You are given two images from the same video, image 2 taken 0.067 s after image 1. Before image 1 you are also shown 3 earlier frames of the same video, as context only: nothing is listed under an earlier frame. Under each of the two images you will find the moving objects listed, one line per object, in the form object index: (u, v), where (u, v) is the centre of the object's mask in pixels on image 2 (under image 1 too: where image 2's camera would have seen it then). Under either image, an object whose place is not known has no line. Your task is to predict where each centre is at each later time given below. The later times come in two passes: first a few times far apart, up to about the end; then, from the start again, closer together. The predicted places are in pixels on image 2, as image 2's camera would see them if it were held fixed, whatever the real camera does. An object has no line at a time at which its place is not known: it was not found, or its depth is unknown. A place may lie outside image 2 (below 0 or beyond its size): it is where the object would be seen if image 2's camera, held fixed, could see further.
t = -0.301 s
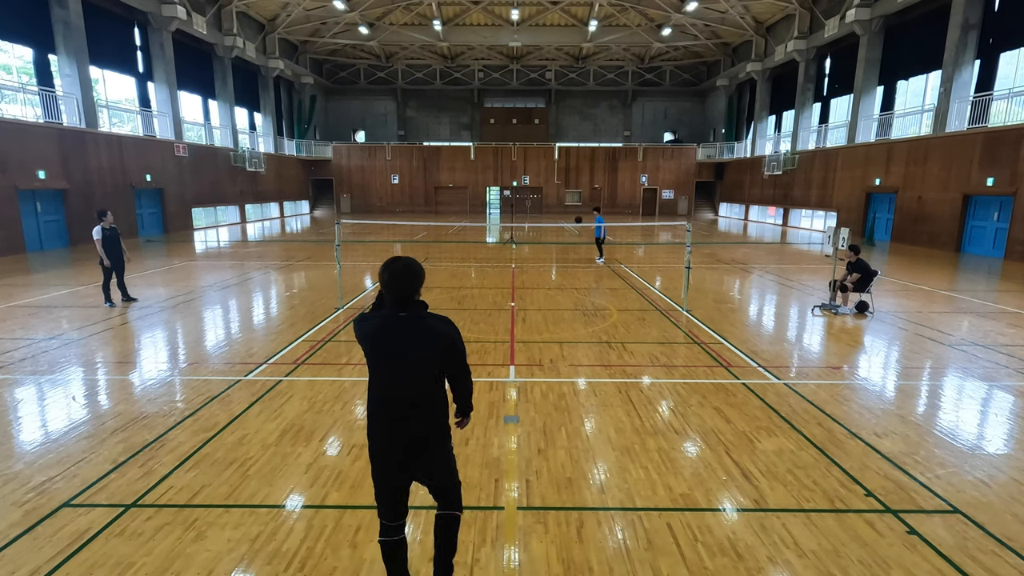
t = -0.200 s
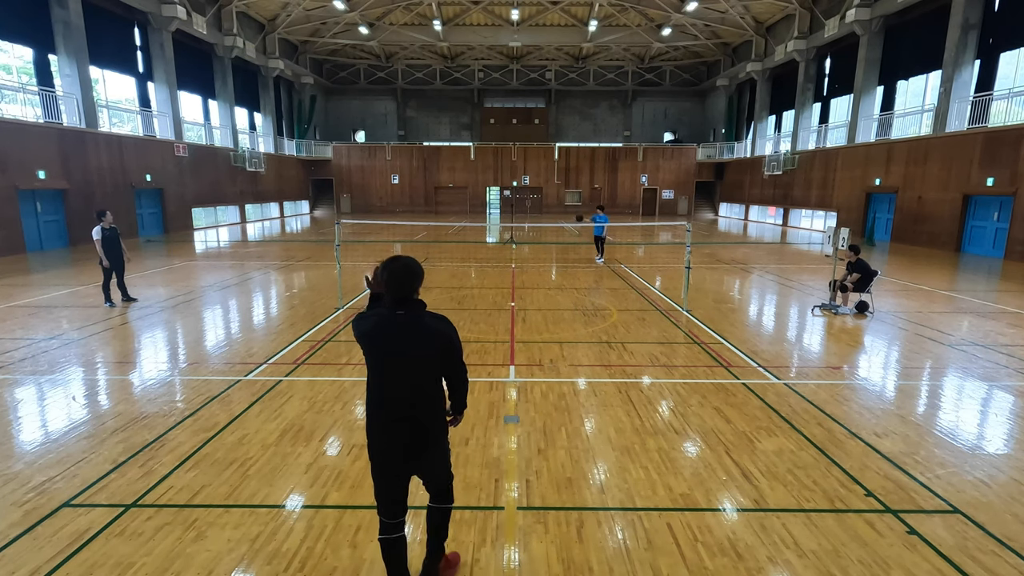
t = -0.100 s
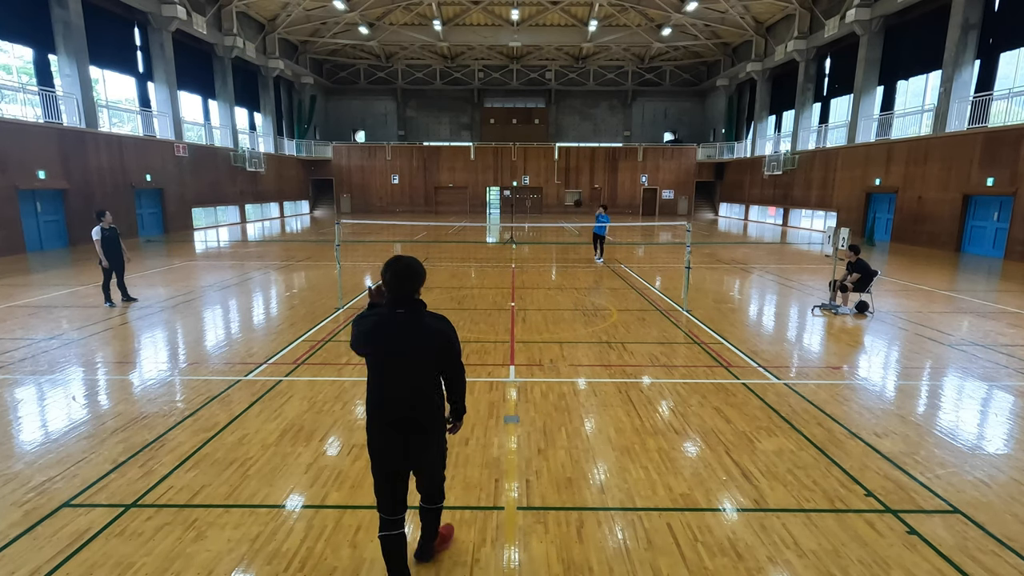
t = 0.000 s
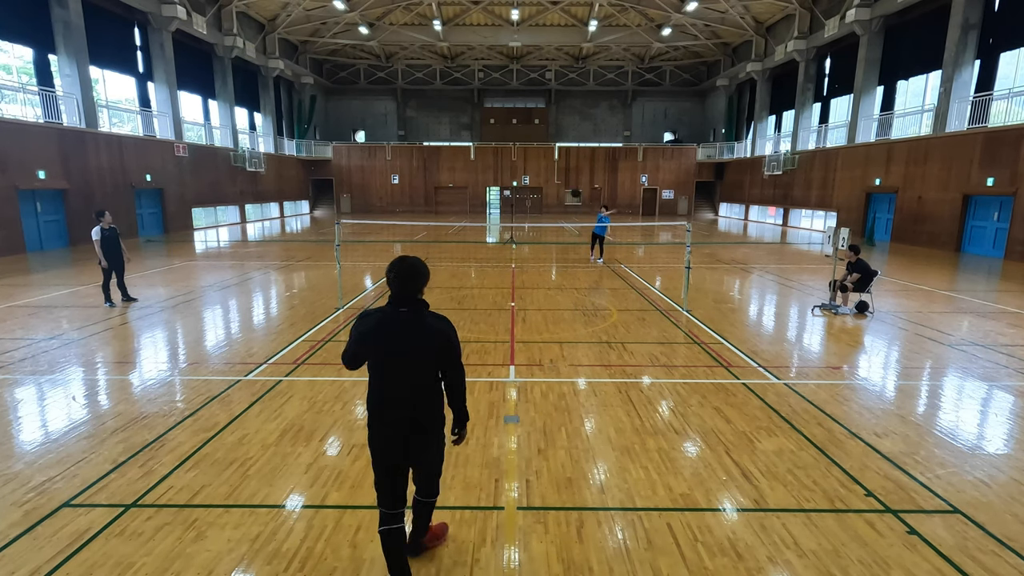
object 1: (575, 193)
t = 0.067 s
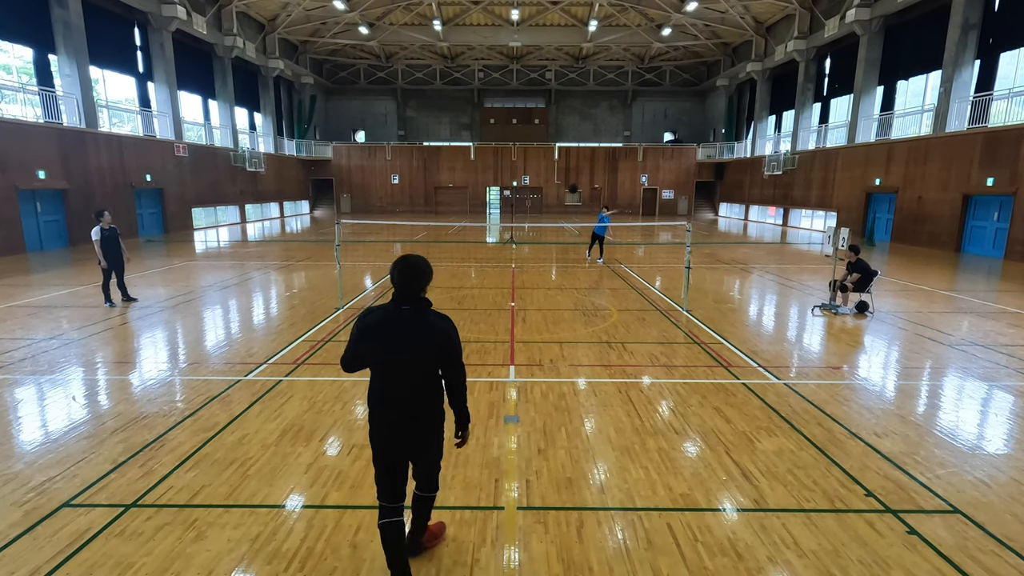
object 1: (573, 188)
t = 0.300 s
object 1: (561, 182)
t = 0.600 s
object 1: (543, 209)
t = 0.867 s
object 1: (522, 295)
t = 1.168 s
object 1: (499, 353)
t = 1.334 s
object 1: (484, 340)
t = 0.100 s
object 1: (572, 187)
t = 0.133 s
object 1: (570, 185)
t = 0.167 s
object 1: (569, 184)
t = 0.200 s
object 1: (567, 183)
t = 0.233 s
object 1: (565, 183)
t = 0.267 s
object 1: (563, 182)
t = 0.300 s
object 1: (561, 182)
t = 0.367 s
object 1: (556, 183)
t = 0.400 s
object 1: (554, 184)
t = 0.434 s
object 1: (552, 186)
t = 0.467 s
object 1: (550, 189)
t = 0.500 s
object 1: (548, 192)
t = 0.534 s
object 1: (547, 197)
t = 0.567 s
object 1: (544, 203)
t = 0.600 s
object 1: (543, 209)
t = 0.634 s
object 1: (540, 216)
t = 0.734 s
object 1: (533, 243)
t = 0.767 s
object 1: (530, 254)
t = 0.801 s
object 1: (527, 267)
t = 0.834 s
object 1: (525, 280)
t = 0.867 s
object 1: (522, 295)
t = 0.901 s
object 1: (520, 311)
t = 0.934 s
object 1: (517, 329)
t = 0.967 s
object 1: (515, 347)
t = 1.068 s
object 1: (508, 370)
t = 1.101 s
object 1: (505, 363)
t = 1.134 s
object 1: (502, 358)
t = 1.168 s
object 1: (499, 353)
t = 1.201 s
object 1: (497, 349)
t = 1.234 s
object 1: (494, 346)
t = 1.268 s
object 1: (491, 343)
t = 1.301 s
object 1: (488, 341)
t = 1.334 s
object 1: (484, 340)
